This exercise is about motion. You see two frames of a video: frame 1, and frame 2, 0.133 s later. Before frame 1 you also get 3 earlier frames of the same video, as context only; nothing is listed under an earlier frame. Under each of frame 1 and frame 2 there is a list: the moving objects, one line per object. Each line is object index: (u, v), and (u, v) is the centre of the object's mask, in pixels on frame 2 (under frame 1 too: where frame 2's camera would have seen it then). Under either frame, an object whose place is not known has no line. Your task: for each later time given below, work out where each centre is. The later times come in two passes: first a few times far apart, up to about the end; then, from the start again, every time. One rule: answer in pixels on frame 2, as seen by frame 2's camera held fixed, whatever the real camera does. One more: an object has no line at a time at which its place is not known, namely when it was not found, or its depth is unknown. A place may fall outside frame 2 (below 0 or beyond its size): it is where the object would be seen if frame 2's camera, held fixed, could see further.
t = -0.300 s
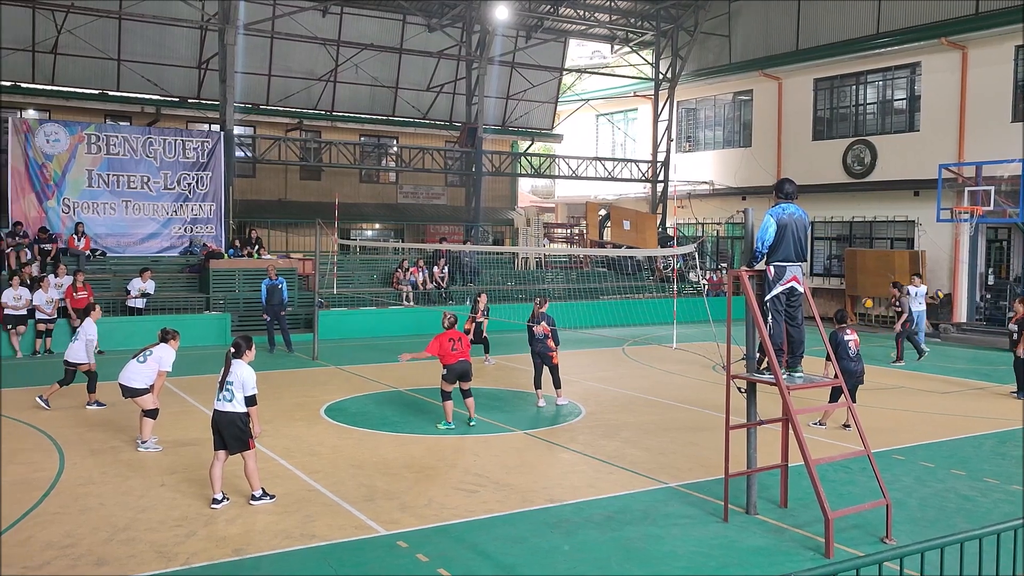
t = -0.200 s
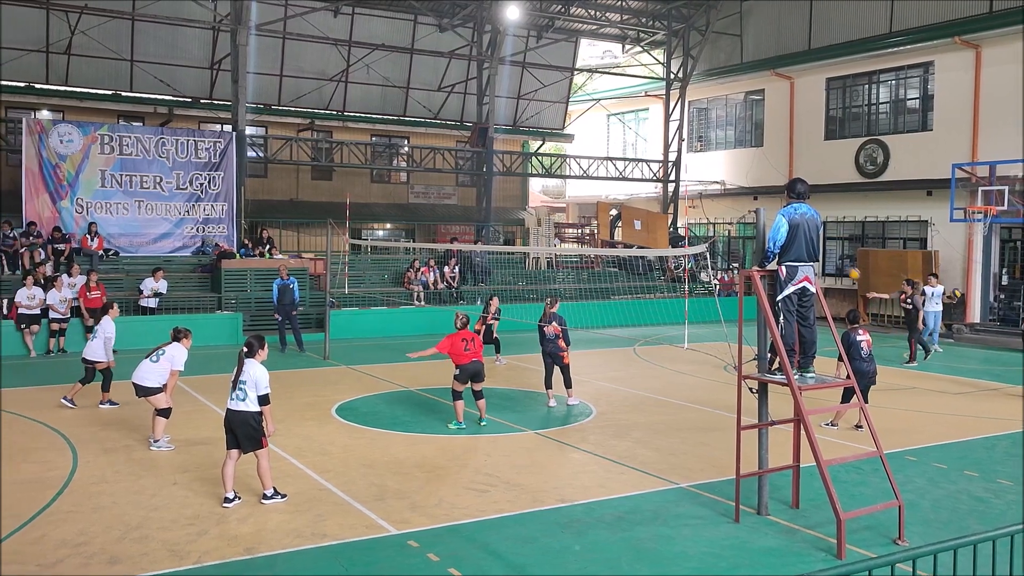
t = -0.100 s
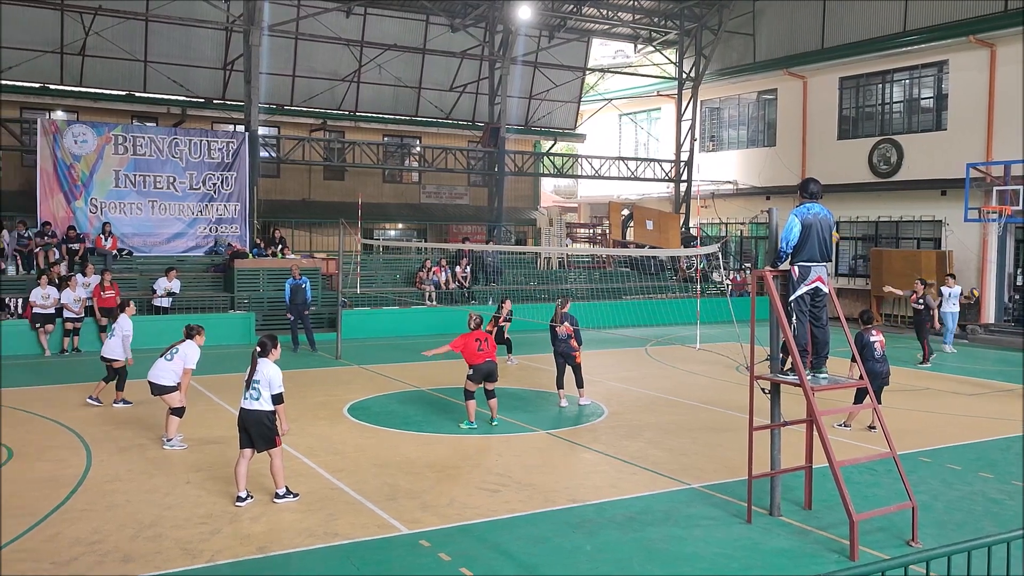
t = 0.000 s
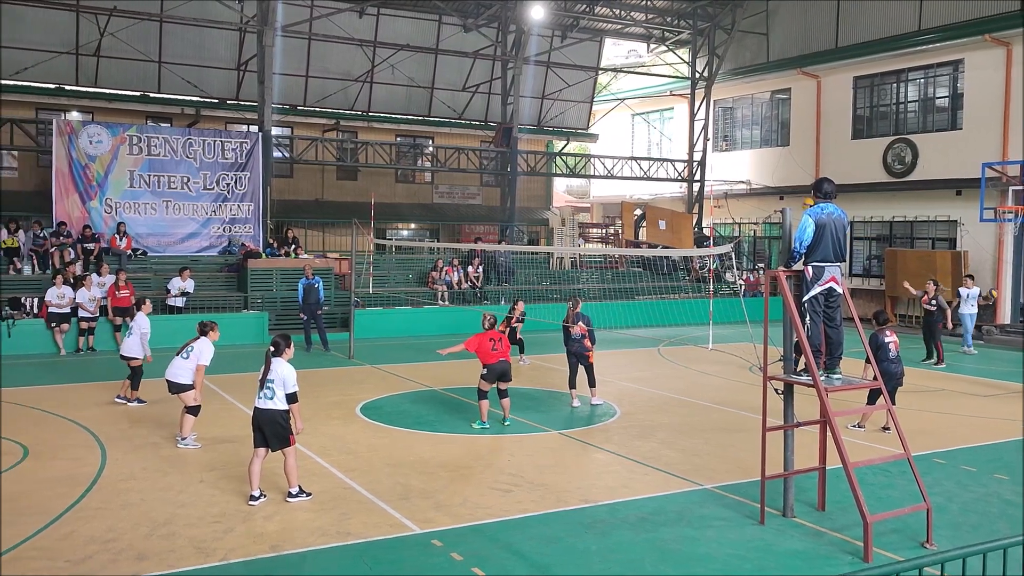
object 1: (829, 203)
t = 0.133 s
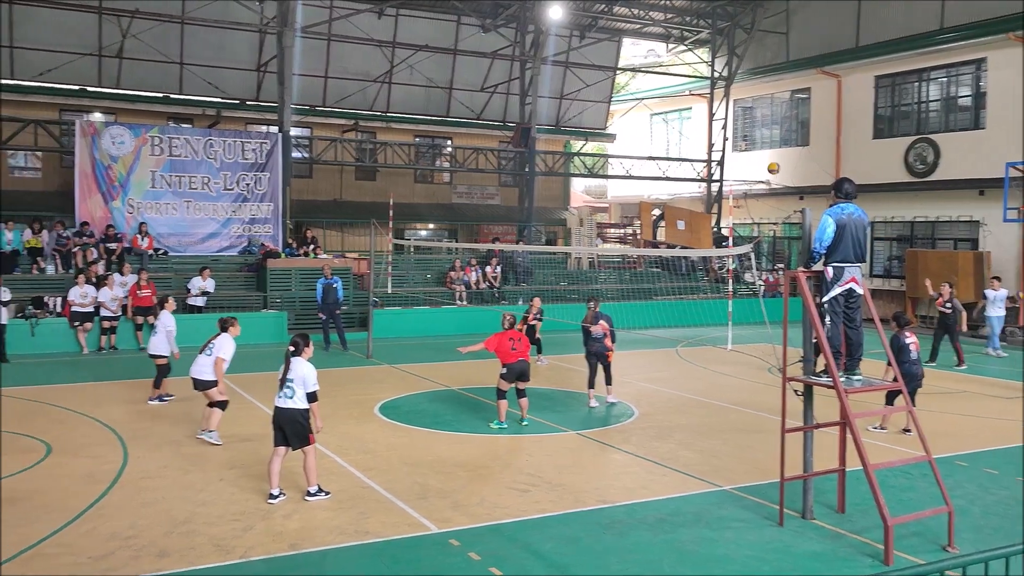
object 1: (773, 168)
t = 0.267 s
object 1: (718, 140)
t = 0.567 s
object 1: (574, 112)
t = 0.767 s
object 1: (460, 130)
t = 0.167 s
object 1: (760, 161)
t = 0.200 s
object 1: (746, 152)
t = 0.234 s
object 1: (733, 146)
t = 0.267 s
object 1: (718, 140)
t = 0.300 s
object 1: (704, 135)
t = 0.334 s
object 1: (688, 129)
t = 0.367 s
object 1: (673, 125)
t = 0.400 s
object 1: (658, 121)
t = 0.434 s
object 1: (642, 117)
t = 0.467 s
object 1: (625, 115)
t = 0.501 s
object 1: (609, 113)
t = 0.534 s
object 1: (591, 112)
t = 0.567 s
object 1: (574, 112)
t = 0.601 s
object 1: (557, 113)
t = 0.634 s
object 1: (537, 115)
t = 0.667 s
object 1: (519, 118)
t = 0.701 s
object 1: (500, 121)
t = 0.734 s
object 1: (480, 125)
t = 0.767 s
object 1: (460, 130)
